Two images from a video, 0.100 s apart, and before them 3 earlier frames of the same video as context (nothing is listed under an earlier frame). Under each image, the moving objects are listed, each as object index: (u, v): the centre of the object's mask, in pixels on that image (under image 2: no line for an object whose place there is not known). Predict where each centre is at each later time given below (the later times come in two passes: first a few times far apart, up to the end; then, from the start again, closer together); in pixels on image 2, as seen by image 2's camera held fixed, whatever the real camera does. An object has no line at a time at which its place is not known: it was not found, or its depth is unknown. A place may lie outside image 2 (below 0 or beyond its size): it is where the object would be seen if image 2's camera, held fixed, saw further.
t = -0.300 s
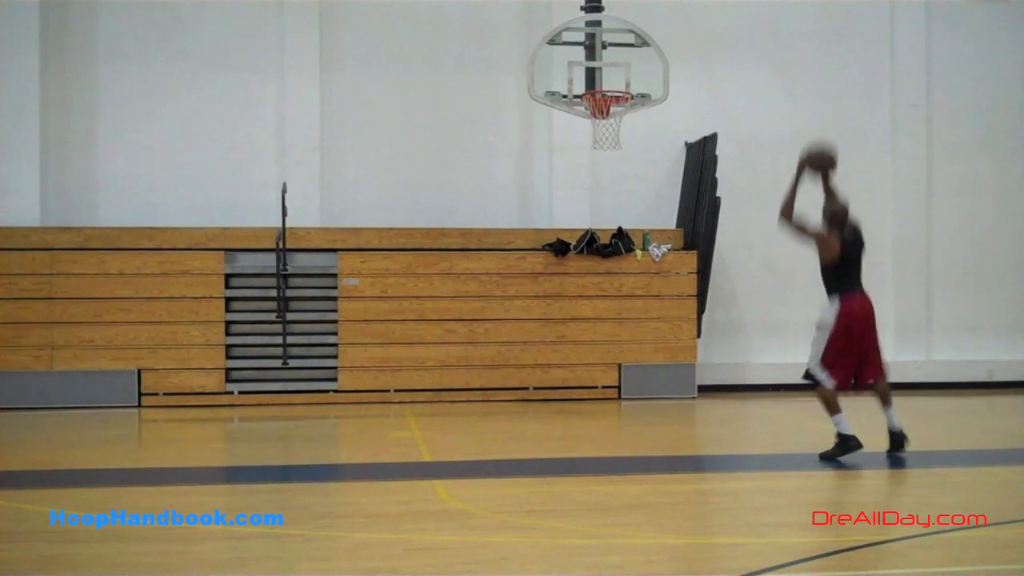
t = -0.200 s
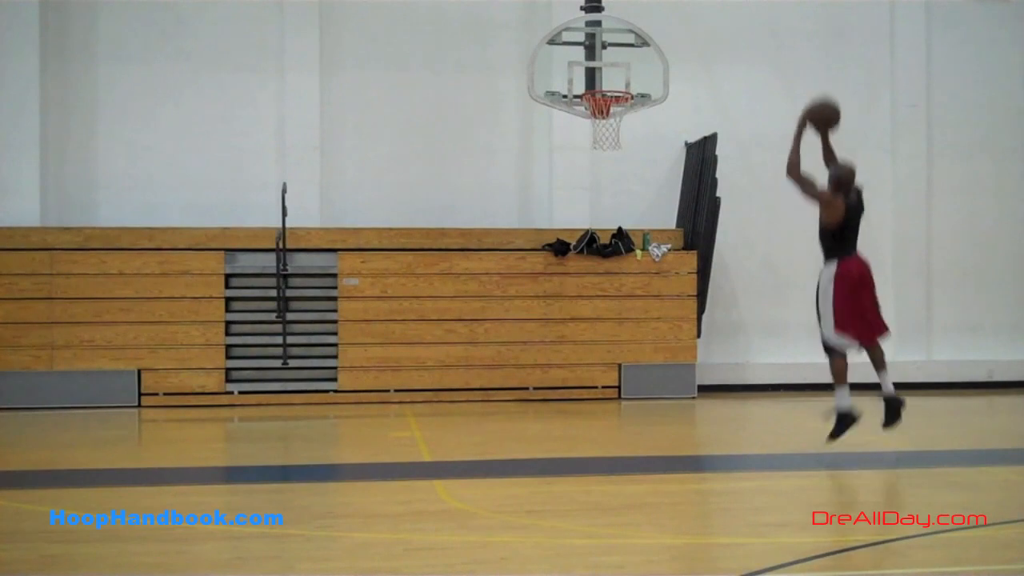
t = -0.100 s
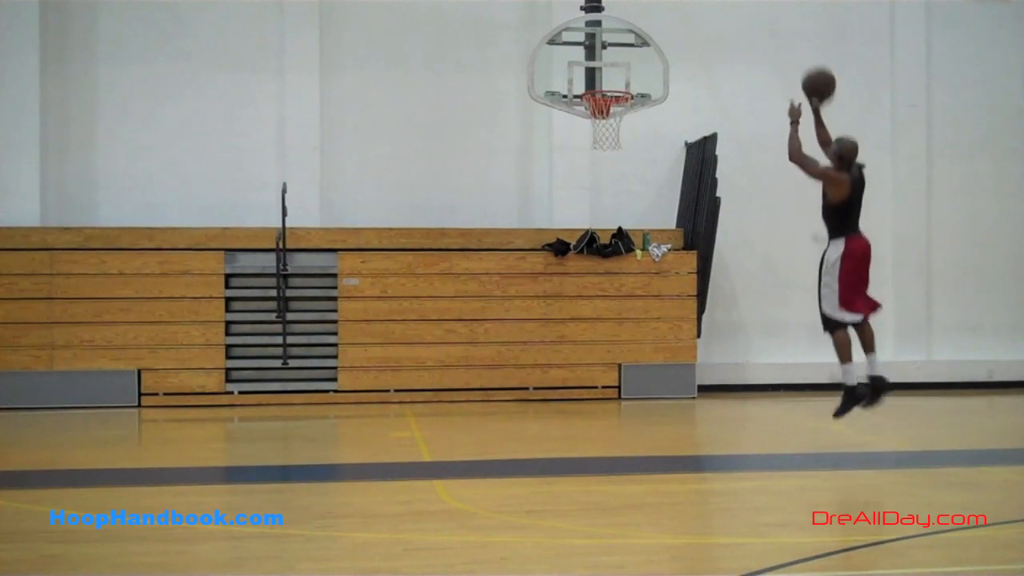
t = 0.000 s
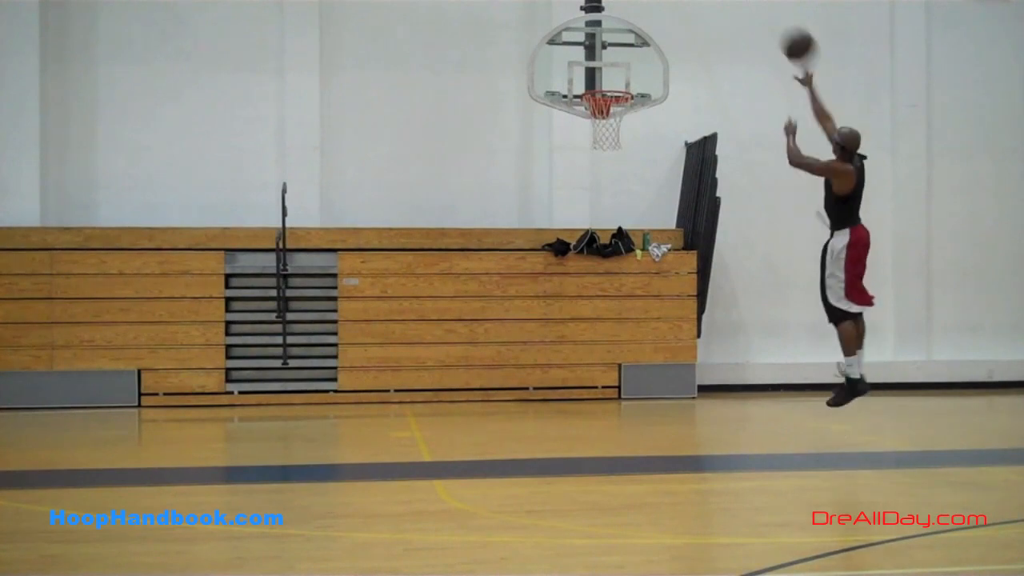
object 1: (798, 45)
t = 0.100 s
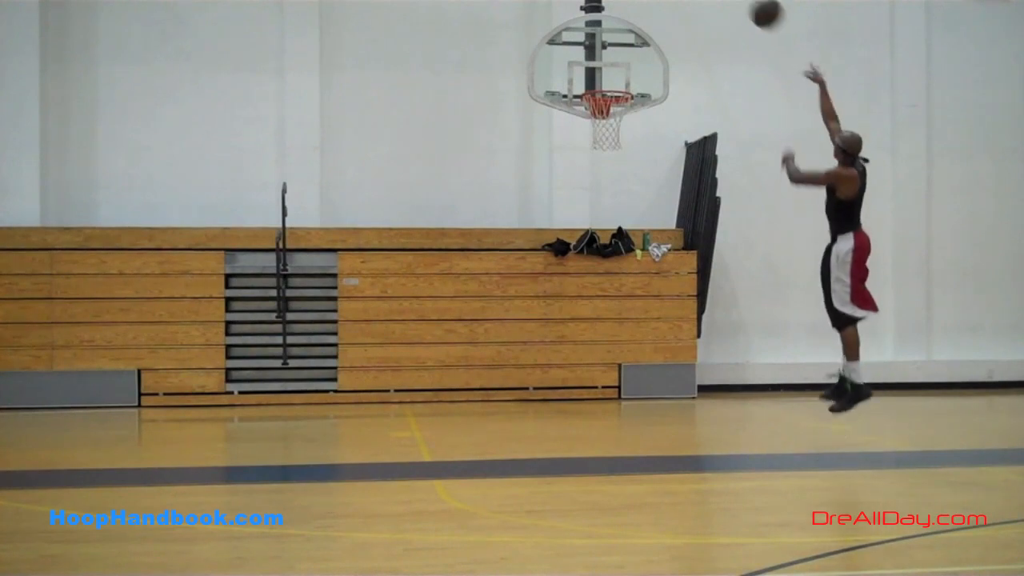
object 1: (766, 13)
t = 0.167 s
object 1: (745, 6)
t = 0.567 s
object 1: (643, 28)
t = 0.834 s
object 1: (601, 78)
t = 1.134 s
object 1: (599, 64)
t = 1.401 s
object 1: (610, 82)
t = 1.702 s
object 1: (608, 124)
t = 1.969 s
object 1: (601, 191)
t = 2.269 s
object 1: (595, 366)
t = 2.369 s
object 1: (594, 396)
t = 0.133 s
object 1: (755, 9)
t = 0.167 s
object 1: (745, 6)
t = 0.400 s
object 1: (682, 3)
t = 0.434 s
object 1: (674, 5)
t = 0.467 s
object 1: (666, 8)
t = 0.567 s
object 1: (643, 28)
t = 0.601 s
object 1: (636, 38)
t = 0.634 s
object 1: (629, 48)
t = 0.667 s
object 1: (621, 62)
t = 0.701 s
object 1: (615, 73)
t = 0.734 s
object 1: (610, 78)
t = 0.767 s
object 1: (607, 77)
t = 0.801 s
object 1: (605, 77)
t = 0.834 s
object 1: (601, 78)
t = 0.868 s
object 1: (599, 80)
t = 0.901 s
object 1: (596, 81)
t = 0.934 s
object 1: (595, 81)
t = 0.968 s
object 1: (595, 79)
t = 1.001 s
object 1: (596, 75)
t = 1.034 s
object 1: (597, 70)
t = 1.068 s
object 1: (598, 67)
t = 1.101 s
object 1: (598, 66)
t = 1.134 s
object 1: (599, 64)
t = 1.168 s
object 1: (600, 63)
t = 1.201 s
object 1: (601, 63)
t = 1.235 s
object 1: (602, 64)
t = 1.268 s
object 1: (604, 66)
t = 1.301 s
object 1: (605, 69)
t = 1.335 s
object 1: (607, 73)
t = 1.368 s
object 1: (608, 78)
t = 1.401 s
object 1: (610, 82)
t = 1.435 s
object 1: (611, 84)
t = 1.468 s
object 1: (611, 85)
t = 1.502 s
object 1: (611, 86)
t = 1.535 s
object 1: (611, 87)
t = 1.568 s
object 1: (610, 104)
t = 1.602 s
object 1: (610, 106)
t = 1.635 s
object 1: (608, 111)
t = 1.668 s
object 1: (609, 121)
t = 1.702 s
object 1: (608, 124)
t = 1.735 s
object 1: (606, 130)
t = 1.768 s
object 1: (606, 133)
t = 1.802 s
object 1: (605, 140)
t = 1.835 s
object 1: (604, 148)
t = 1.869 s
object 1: (603, 157)
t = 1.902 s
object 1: (603, 168)
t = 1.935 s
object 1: (602, 179)
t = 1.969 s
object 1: (601, 191)
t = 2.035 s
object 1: (600, 220)
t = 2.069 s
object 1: (599, 241)
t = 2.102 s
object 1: (599, 255)
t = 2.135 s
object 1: (598, 275)
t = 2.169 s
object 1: (597, 296)
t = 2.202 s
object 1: (597, 317)
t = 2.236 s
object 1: (596, 341)
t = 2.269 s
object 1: (595, 366)
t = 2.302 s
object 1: (597, 388)
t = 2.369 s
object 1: (594, 396)
